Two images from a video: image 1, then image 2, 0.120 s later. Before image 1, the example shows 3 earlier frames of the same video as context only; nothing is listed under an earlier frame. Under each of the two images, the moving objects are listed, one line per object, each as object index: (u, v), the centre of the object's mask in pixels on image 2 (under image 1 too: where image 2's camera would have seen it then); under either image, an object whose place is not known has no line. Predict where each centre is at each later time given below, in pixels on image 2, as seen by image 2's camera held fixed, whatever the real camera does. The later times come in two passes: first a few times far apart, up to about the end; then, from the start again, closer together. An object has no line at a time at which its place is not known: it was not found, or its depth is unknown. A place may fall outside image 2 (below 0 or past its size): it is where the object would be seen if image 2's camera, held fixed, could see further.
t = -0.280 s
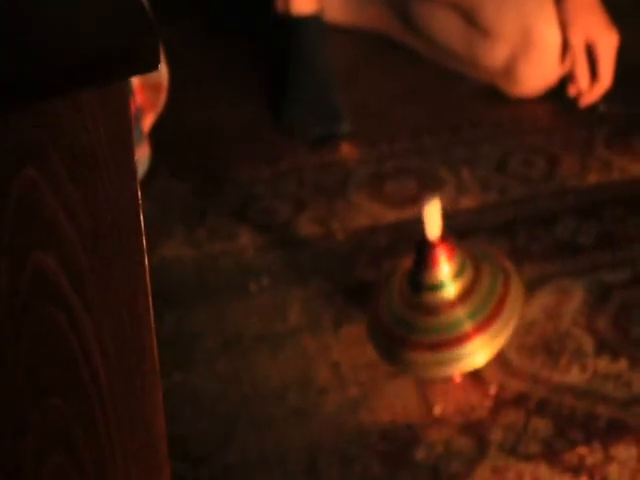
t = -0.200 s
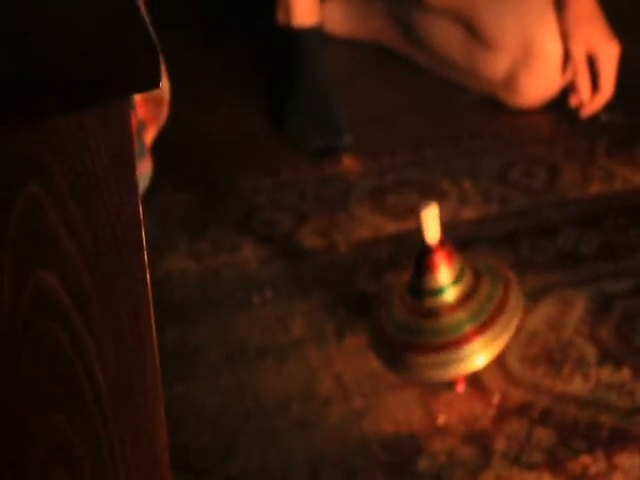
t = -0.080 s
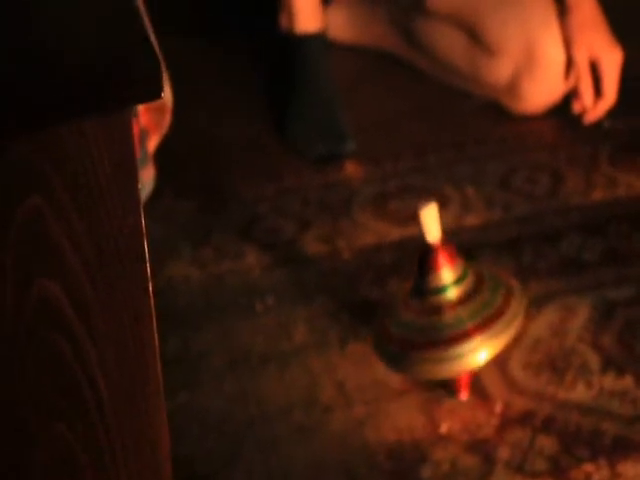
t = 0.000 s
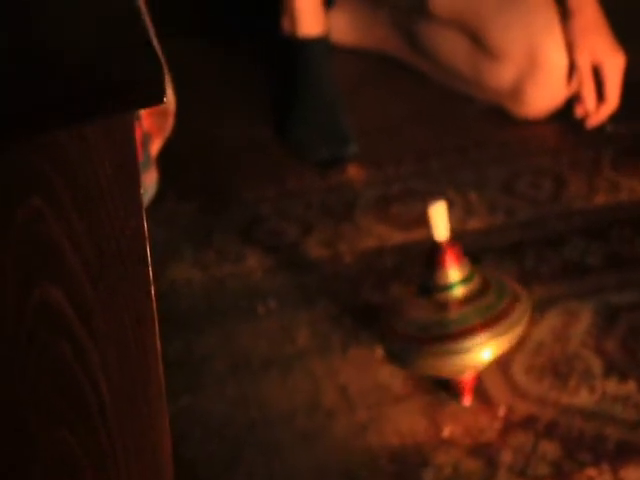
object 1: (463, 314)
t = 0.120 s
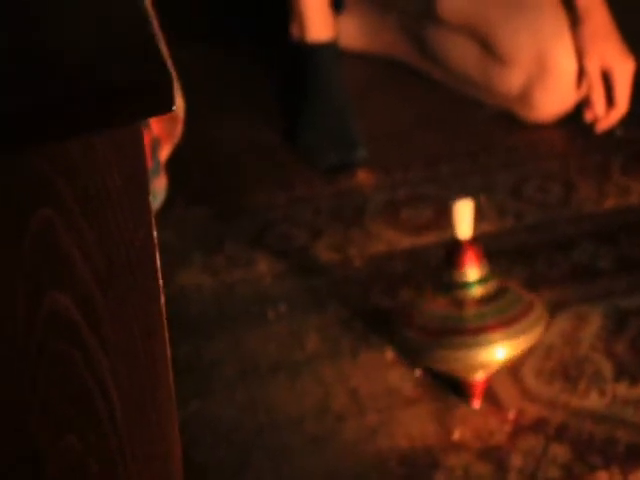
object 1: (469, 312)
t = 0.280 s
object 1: (483, 308)
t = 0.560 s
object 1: (497, 325)
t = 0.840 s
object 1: (491, 339)
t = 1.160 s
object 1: (476, 338)
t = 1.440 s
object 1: (464, 319)
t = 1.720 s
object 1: (485, 311)
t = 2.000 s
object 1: (499, 324)
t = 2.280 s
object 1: (492, 340)
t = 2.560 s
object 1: (477, 335)
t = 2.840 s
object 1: (467, 318)
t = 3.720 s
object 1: (488, 344)
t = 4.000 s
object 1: (478, 337)
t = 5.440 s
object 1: (479, 353)
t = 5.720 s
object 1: (481, 354)
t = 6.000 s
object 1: (495, 362)
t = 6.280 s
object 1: (496, 370)
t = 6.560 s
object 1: (515, 365)
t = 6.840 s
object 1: (516, 374)
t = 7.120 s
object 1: (539, 386)
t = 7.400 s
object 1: (557, 407)
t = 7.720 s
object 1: (547, 391)
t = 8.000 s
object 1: (581, 402)
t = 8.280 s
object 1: (589, 413)
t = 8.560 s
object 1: (597, 405)
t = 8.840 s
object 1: (600, 419)
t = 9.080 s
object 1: (600, 417)
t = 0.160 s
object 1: (472, 310)
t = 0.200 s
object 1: (475, 308)
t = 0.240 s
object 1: (479, 309)
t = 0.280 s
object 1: (483, 308)
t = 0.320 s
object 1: (487, 311)
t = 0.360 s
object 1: (490, 313)
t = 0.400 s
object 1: (493, 317)
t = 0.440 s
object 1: (494, 318)
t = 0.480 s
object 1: (496, 320)
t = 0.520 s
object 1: (498, 321)
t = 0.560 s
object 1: (497, 325)
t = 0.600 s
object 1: (498, 326)
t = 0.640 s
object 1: (497, 330)
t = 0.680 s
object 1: (497, 332)
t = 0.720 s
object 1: (496, 335)
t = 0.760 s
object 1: (496, 338)
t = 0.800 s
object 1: (493, 340)
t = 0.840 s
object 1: (491, 339)
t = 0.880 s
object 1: (490, 341)
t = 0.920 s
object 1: (486, 342)
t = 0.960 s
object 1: (484, 343)
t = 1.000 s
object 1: (481, 343)
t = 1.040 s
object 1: (479, 342)
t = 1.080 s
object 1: (476, 340)
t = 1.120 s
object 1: (475, 339)
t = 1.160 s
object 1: (476, 338)
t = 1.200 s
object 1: (473, 336)
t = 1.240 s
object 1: (467, 335)
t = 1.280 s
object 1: (466, 331)
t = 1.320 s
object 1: (469, 327)
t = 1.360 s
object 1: (468, 322)
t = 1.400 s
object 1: (464, 322)
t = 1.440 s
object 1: (464, 319)
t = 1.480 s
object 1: (466, 315)
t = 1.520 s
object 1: (471, 312)
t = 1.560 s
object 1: (472, 312)
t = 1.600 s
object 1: (475, 311)
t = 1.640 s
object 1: (477, 310)
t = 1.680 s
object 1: (482, 310)
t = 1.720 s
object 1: (485, 311)
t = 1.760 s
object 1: (487, 311)
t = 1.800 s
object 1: (490, 313)
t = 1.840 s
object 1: (494, 315)
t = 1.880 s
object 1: (497, 317)
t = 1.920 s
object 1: (499, 318)
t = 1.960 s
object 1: (499, 322)
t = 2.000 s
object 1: (499, 324)
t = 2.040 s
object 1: (500, 327)
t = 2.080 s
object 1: (499, 330)
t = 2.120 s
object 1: (498, 333)
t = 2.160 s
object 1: (496, 335)
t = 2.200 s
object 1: (496, 337)
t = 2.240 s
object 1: (494, 339)
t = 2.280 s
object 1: (492, 340)
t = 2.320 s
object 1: (491, 341)
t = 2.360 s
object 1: (488, 341)
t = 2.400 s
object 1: (486, 339)
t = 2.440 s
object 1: (484, 338)
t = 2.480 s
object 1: (482, 338)
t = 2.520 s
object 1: (479, 336)
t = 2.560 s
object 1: (477, 335)
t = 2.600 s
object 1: (476, 331)
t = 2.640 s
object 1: (474, 330)
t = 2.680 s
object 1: (473, 328)
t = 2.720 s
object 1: (471, 328)
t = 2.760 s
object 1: (470, 324)
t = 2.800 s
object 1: (469, 318)
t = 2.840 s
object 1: (467, 318)
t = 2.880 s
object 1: (471, 315)
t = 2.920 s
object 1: (475, 315)
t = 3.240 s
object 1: (500, 321)
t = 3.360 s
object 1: (502, 330)
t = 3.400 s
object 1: (501, 334)
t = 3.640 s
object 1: (491, 343)
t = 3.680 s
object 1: (489, 345)
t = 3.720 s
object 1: (488, 344)
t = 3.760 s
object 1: (492, 339)
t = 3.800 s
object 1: (492, 334)
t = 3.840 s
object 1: (494, 334)
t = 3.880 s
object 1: (493, 334)
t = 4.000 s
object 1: (478, 337)
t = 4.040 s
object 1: (480, 331)
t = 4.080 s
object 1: (480, 327)
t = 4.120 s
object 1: (488, 330)
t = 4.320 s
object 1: (474, 342)
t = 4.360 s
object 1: (472, 339)
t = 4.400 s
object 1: (474, 344)
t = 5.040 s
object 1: (484, 359)
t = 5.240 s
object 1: (481, 353)
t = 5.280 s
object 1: (480, 356)
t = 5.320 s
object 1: (477, 359)
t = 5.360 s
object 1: (475, 359)
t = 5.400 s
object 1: (470, 355)
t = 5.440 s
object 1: (479, 353)
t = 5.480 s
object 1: (486, 352)
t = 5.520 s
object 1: (492, 355)
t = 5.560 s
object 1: (493, 359)
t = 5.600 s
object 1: (489, 362)
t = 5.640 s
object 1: (483, 364)
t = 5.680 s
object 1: (476, 359)
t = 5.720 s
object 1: (481, 354)
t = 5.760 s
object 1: (481, 352)
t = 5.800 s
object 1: (485, 359)
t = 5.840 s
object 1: (486, 360)
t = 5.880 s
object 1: (492, 359)
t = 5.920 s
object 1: (490, 362)
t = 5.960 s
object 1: (494, 359)
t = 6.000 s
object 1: (495, 362)
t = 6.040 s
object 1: (498, 363)
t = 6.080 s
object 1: (502, 362)
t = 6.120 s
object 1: (503, 366)
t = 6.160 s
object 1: (503, 369)
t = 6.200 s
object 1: (499, 369)
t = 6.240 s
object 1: (496, 367)
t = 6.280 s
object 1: (496, 370)
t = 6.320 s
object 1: (497, 375)
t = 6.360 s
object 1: (498, 378)
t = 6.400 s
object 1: (504, 383)
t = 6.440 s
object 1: (510, 386)
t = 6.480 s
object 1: (514, 378)
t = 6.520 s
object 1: (506, 371)
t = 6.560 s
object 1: (515, 365)
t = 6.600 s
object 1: (522, 363)
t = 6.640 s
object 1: (527, 365)
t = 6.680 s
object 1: (528, 371)
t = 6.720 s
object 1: (527, 377)
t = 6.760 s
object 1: (525, 382)
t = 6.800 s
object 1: (522, 383)
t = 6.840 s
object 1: (516, 374)
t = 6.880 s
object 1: (518, 372)
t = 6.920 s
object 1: (521, 370)
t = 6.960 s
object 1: (536, 375)
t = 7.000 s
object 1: (537, 382)
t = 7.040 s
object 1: (540, 383)
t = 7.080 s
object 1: (540, 383)
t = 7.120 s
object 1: (539, 386)
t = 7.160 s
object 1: (540, 387)
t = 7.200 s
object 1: (540, 387)
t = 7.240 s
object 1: (543, 389)
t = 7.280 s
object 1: (547, 391)
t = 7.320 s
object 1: (552, 396)
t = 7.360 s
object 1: (555, 404)
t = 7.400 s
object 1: (557, 407)
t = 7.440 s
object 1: (557, 404)
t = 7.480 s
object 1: (557, 402)
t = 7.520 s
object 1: (552, 399)
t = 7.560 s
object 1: (553, 401)
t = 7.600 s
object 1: (546, 396)
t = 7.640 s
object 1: (544, 395)
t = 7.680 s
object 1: (545, 396)
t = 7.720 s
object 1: (547, 391)
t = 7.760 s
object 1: (552, 387)
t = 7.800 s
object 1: (558, 389)
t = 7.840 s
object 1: (565, 389)
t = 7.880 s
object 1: (570, 391)
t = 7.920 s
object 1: (575, 393)
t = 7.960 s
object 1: (578, 397)
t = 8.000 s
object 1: (581, 402)
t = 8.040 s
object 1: (584, 406)
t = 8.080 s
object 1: (589, 415)
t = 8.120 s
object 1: (589, 420)
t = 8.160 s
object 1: (589, 422)
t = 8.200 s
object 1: (591, 418)
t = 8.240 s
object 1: (589, 415)
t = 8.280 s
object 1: (589, 413)
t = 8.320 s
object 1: (589, 412)
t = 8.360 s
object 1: (591, 412)
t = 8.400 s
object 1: (595, 412)
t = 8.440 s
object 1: (596, 412)
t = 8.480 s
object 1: (596, 411)
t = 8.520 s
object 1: (598, 409)
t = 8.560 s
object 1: (597, 405)
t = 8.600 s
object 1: (597, 401)
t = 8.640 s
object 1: (597, 398)
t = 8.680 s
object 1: (596, 397)
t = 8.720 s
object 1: (595, 403)
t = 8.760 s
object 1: (597, 407)
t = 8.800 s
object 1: (599, 412)
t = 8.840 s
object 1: (600, 419)
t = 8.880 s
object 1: (600, 423)
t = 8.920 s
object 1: (602, 425)
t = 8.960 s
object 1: (598, 425)
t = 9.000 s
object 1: (597, 422)
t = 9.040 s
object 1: (597, 419)
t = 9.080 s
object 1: (600, 417)
